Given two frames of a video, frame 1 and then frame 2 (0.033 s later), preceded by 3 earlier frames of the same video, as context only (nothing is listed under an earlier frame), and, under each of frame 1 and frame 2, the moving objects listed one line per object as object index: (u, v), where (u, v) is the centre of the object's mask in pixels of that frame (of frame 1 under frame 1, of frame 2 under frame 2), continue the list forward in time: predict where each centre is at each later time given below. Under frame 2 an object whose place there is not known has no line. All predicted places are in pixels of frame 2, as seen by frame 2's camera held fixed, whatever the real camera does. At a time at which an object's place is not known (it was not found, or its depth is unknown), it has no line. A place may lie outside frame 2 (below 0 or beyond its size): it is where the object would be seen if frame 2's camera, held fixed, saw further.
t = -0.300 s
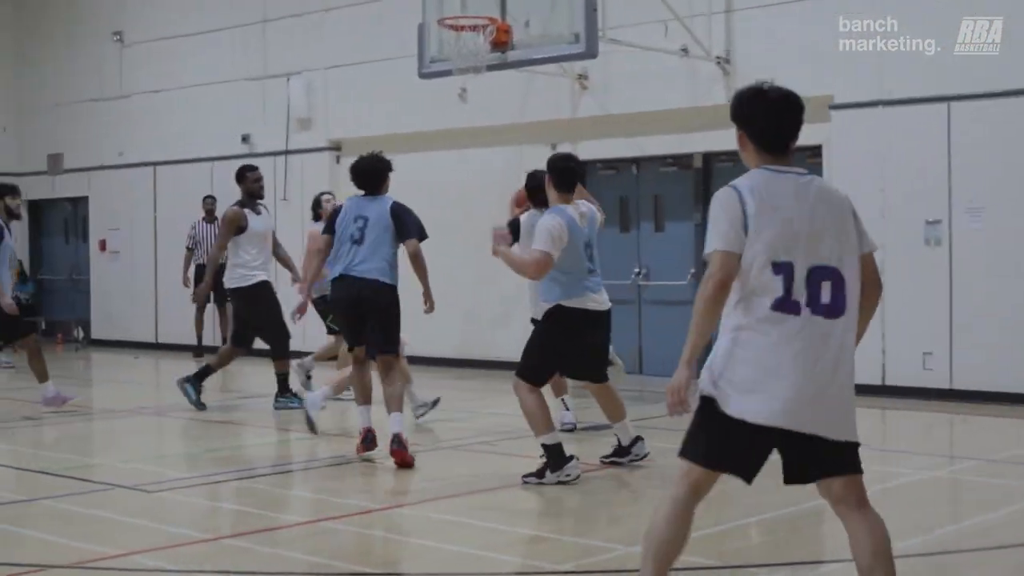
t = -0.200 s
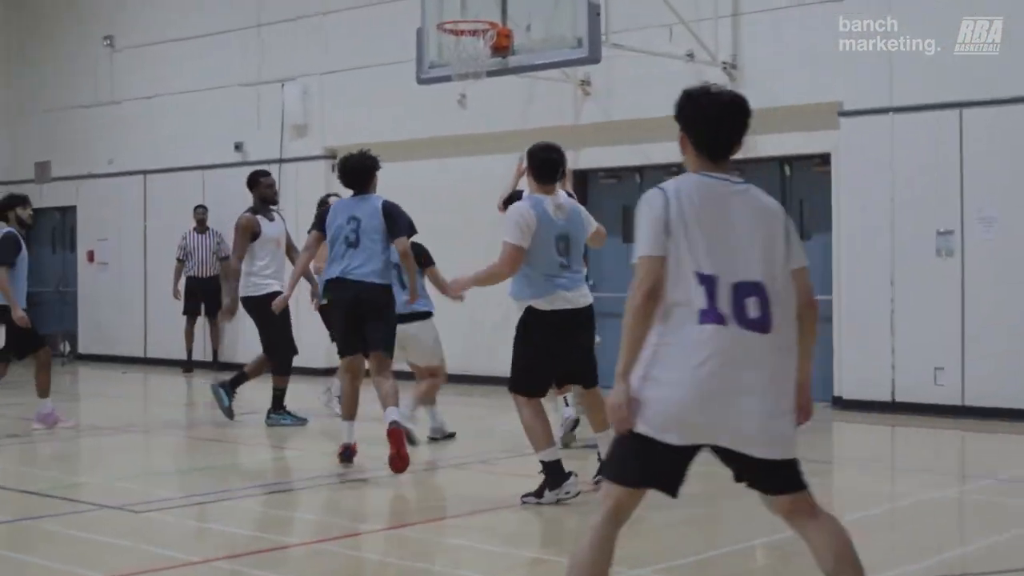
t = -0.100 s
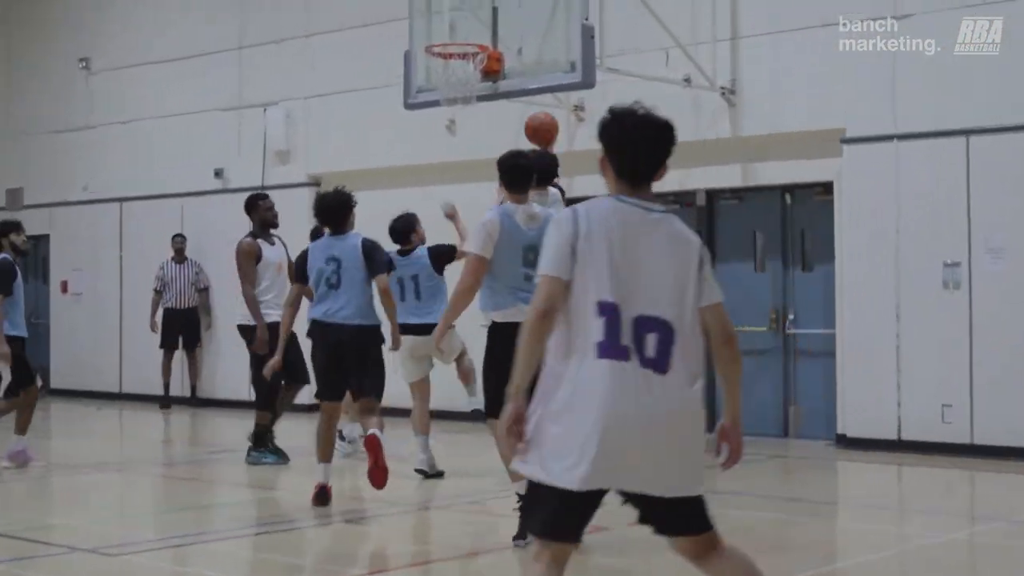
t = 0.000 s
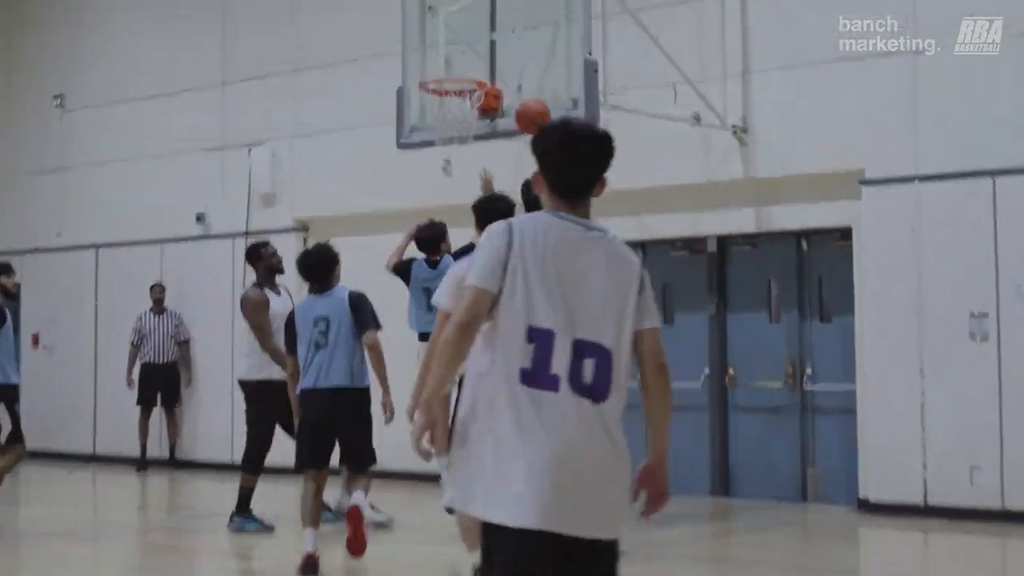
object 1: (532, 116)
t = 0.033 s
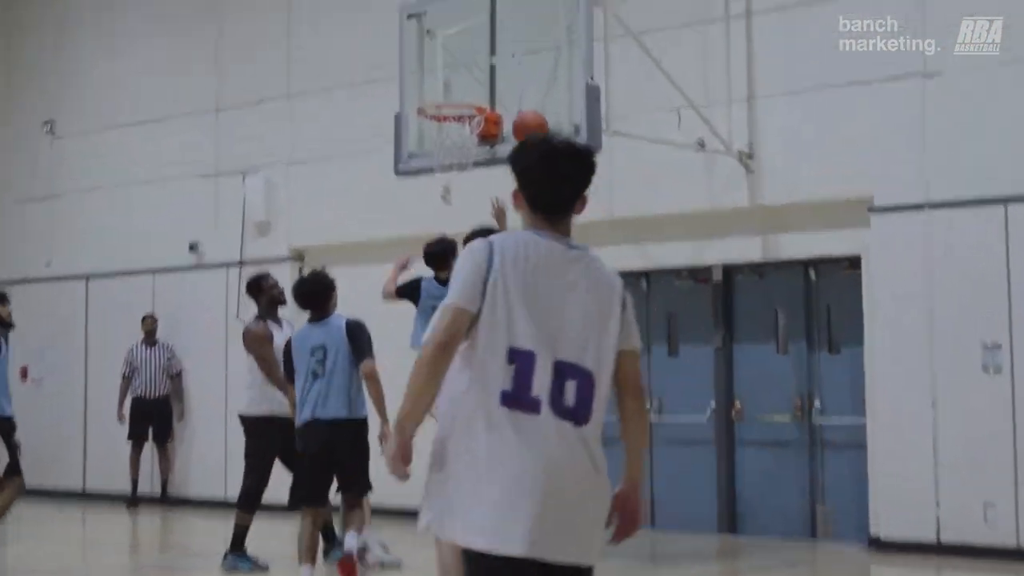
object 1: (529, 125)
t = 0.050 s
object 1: (528, 119)
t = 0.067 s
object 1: (527, 115)
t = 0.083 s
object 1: (525, 112)
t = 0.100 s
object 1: (523, 106)
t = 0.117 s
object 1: (522, 100)
